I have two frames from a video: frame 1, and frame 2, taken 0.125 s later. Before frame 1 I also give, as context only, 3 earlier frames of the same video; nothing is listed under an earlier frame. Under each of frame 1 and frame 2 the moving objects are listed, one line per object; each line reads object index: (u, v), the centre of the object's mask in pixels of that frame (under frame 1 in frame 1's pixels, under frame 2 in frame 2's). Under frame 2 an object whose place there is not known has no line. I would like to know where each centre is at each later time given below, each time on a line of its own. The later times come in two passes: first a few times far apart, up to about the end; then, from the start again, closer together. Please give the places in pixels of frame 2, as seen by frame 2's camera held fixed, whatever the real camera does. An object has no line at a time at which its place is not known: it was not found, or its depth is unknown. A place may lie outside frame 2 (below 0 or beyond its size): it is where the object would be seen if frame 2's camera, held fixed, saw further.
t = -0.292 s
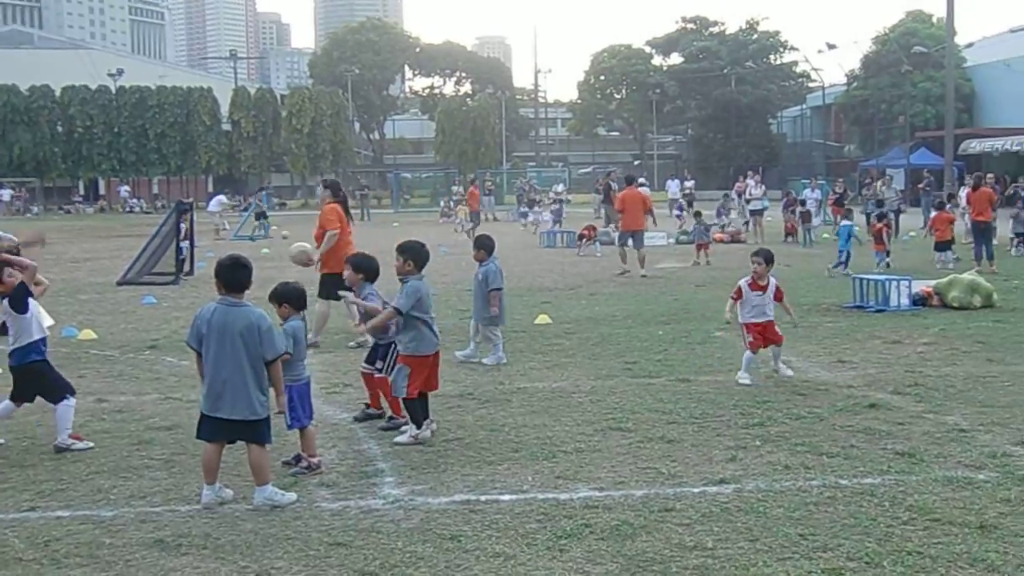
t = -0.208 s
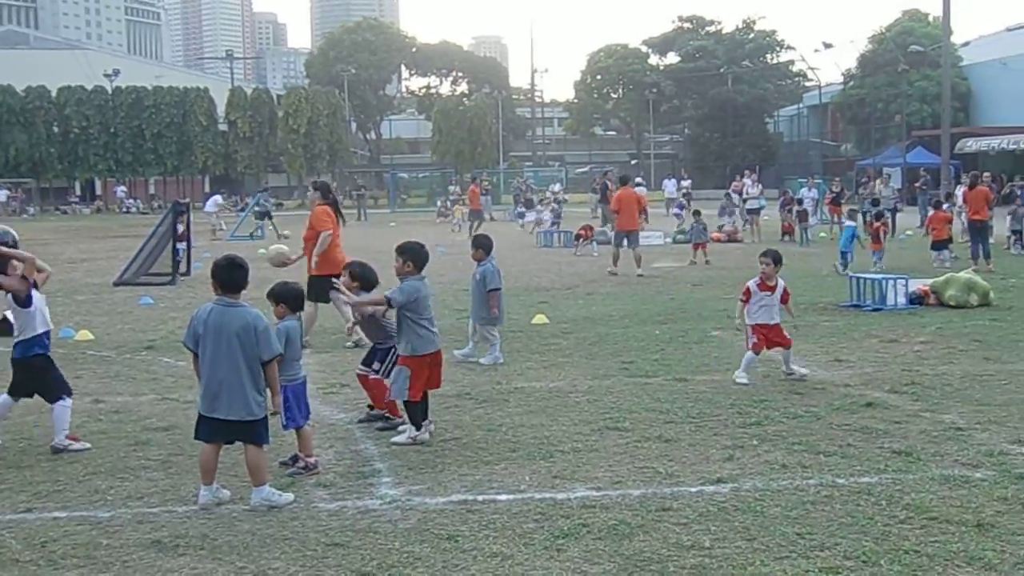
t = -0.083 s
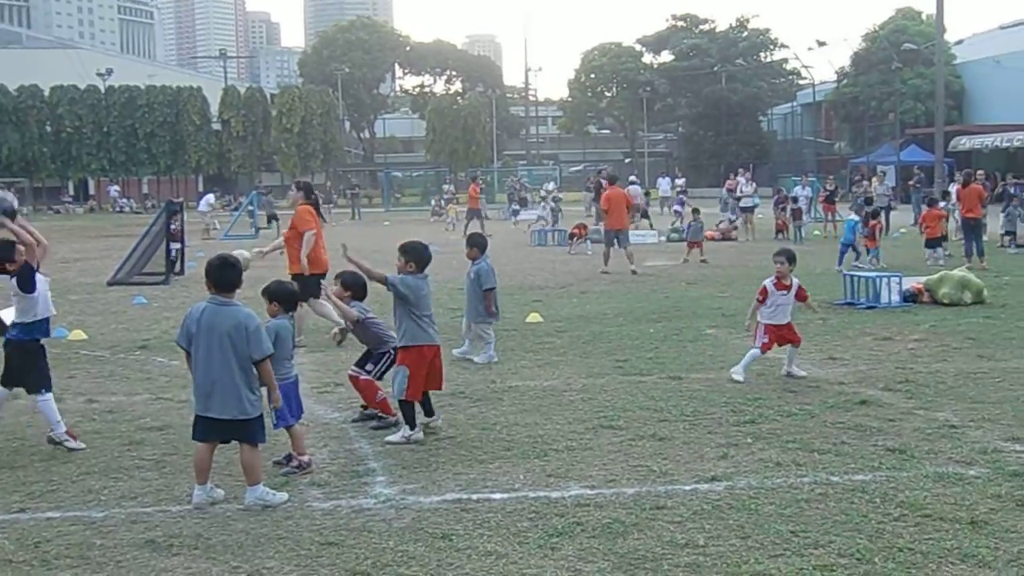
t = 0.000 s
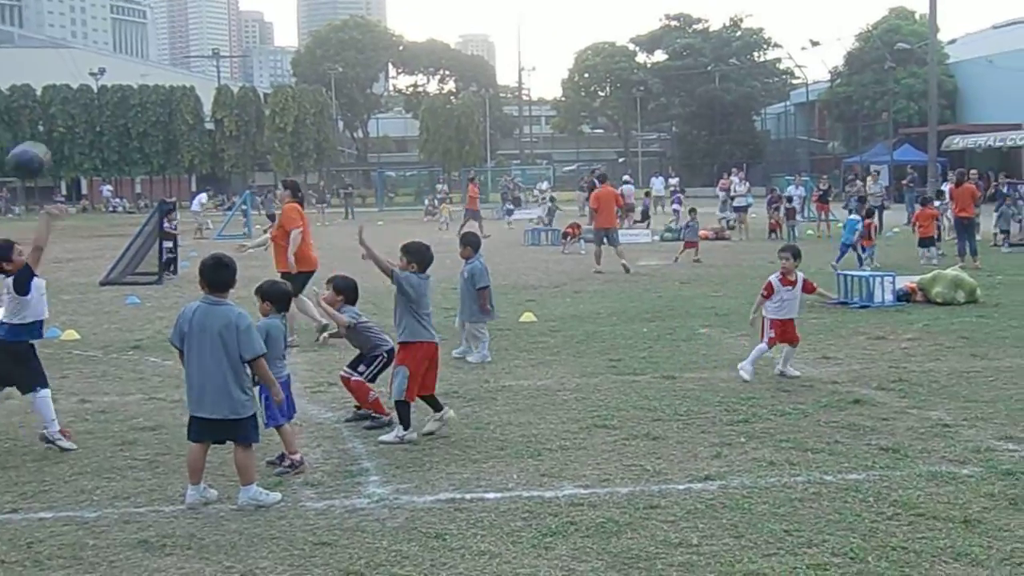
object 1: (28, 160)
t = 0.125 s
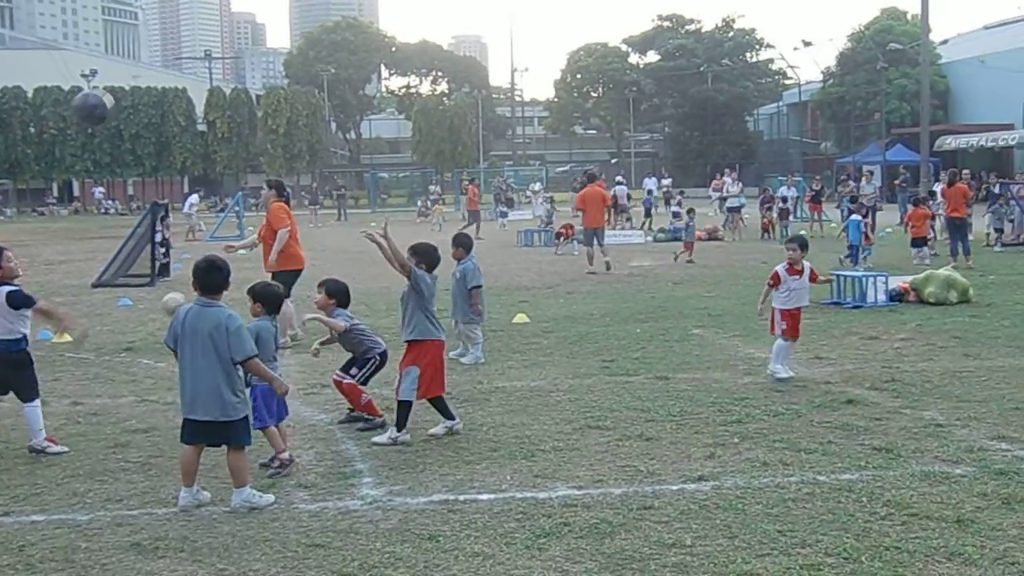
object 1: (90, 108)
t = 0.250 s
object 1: (166, 79)
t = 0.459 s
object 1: (291, 89)
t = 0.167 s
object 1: (117, 96)
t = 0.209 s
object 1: (140, 85)
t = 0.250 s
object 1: (166, 79)
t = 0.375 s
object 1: (240, 76)
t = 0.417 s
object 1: (265, 83)
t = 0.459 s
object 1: (291, 89)
